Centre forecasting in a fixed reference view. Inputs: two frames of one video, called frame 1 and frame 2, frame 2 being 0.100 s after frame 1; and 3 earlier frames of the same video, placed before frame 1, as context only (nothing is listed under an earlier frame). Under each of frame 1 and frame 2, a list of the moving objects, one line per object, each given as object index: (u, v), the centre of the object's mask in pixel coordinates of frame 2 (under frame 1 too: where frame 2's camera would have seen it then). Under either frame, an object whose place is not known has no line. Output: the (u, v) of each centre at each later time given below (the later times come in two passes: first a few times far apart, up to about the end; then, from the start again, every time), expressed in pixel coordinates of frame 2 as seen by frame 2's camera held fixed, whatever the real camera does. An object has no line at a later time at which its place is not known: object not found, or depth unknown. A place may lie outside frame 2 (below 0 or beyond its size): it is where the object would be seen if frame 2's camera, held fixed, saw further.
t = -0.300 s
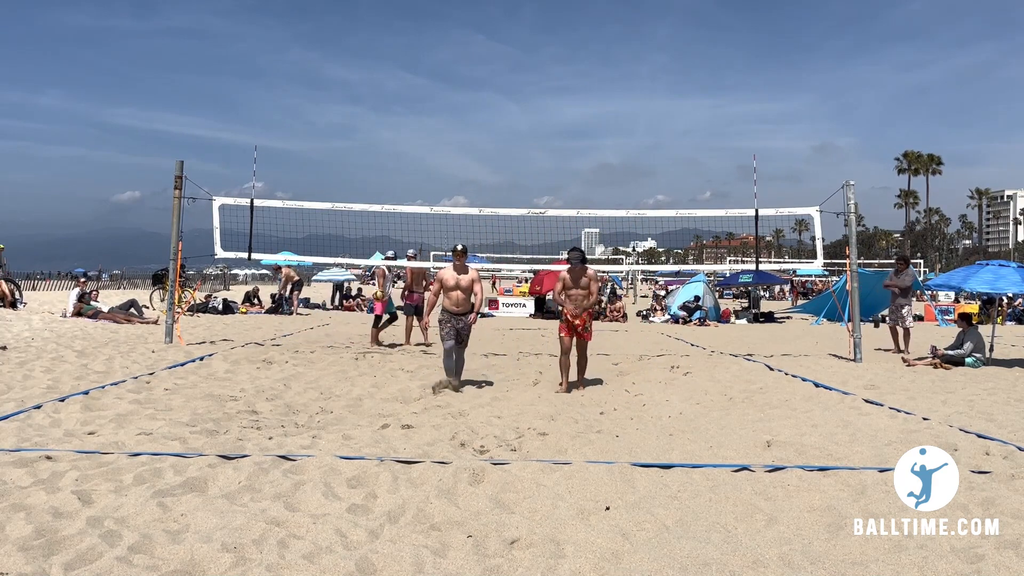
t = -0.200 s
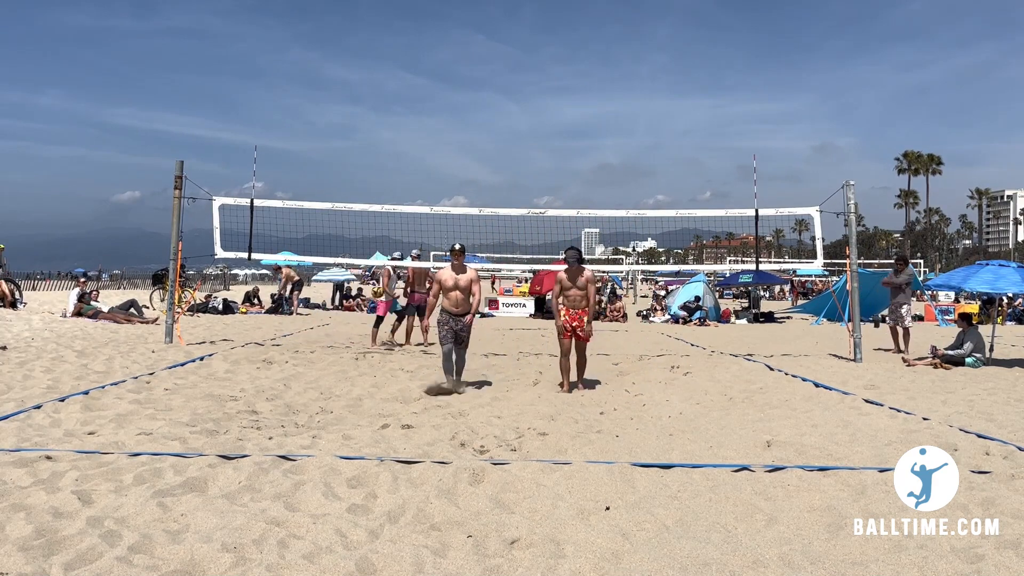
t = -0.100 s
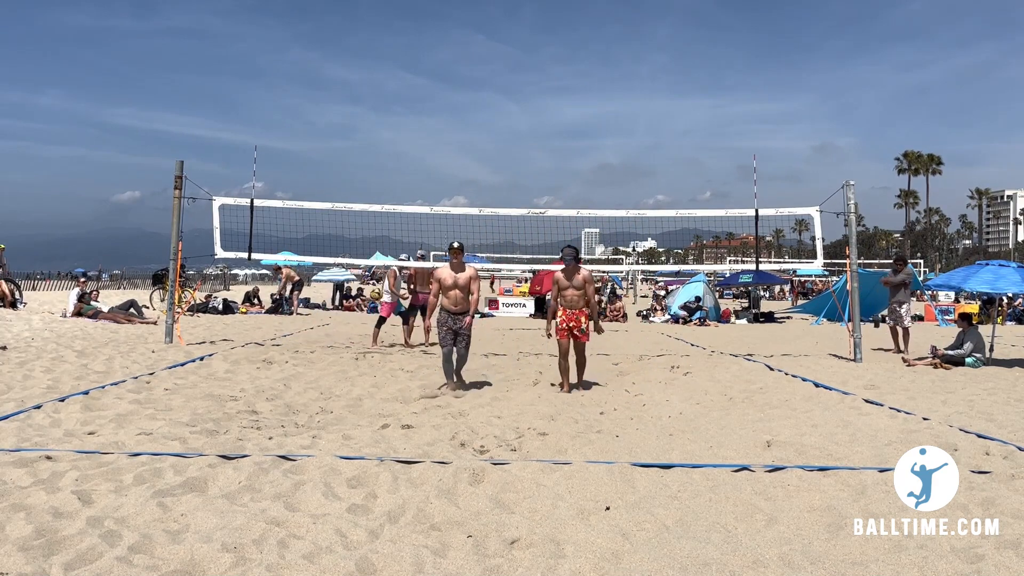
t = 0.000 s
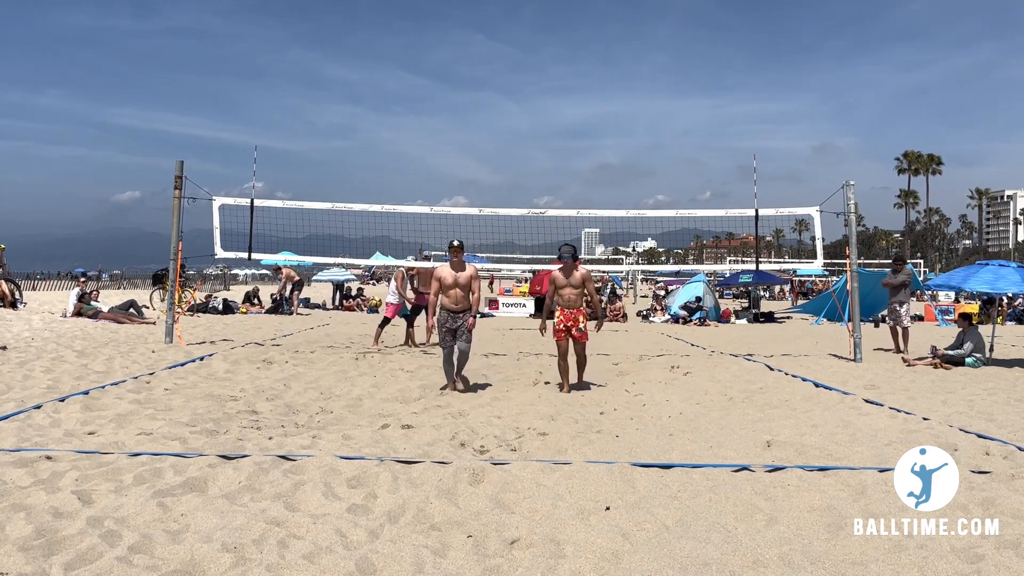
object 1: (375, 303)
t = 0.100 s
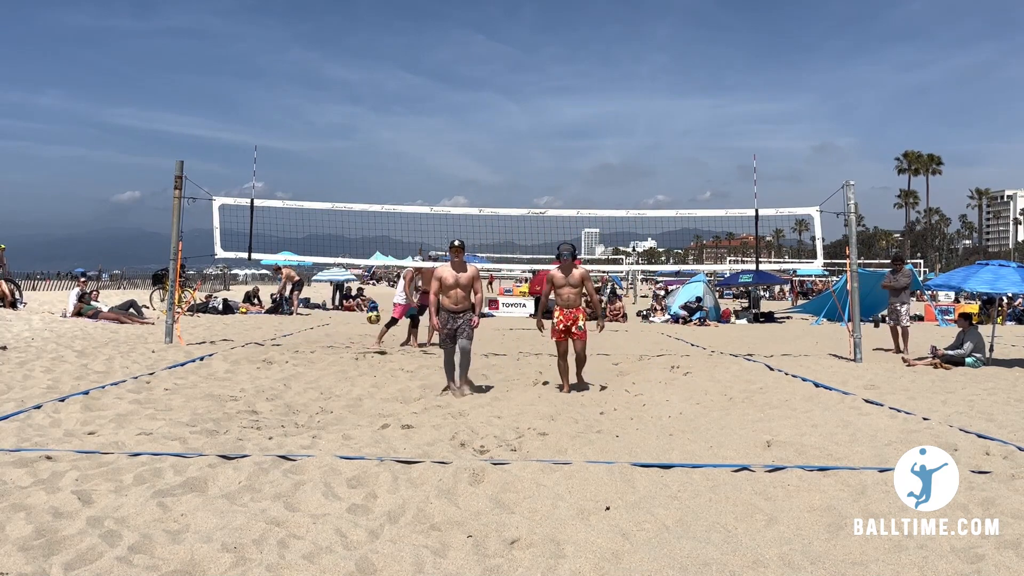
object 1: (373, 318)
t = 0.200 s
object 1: (372, 339)
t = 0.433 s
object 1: (360, 337)
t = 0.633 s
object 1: (346, 342)
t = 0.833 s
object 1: (331, 360)
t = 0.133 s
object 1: (373, 324)
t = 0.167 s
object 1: (373, 331)
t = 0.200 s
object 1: (372, 339)
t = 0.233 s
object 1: (371, 348)
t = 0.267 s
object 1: (370, 352)
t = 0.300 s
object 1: (368, 347)
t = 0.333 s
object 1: (366, 344)
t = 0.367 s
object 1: (364, 341)
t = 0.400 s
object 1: (362, 339)
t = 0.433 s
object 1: (360, 337)
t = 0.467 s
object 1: (358, 336)
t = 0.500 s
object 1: (355, 336)
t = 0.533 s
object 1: (353, 337)
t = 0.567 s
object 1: (351, 338)
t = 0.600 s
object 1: (349, 340)
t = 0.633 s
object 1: (346, 342)
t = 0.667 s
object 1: (344, 346)
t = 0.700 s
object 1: (342, 351)
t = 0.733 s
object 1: (339, 356)
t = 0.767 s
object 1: (337, 362)
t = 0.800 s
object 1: (334, 362)
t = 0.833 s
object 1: (331, 360)
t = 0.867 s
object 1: (327, 359)
